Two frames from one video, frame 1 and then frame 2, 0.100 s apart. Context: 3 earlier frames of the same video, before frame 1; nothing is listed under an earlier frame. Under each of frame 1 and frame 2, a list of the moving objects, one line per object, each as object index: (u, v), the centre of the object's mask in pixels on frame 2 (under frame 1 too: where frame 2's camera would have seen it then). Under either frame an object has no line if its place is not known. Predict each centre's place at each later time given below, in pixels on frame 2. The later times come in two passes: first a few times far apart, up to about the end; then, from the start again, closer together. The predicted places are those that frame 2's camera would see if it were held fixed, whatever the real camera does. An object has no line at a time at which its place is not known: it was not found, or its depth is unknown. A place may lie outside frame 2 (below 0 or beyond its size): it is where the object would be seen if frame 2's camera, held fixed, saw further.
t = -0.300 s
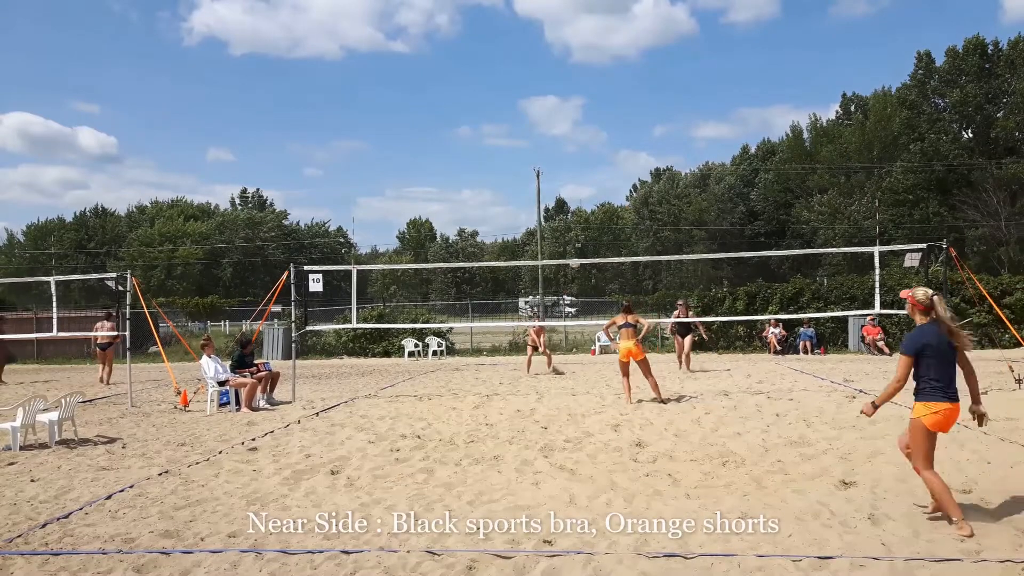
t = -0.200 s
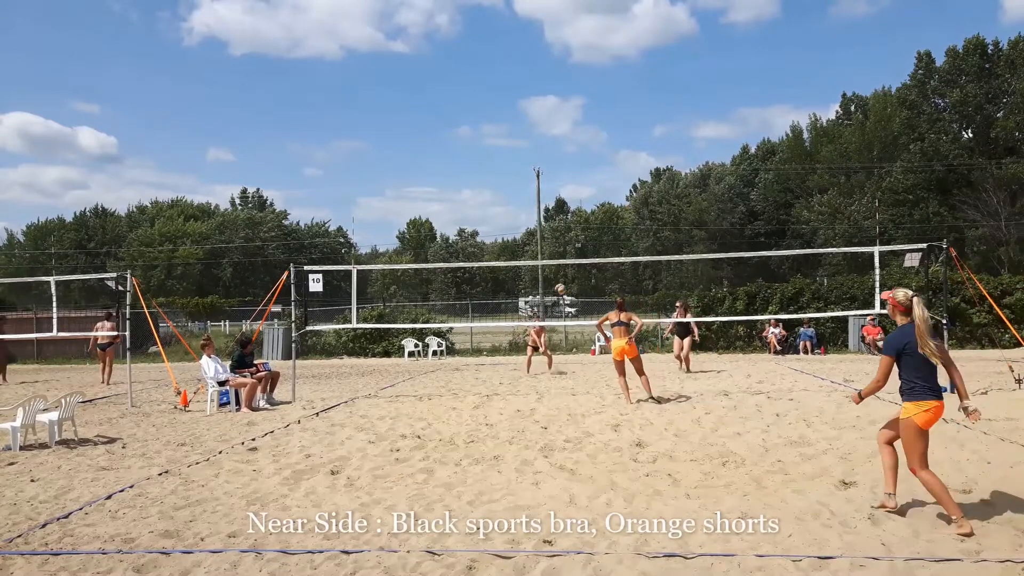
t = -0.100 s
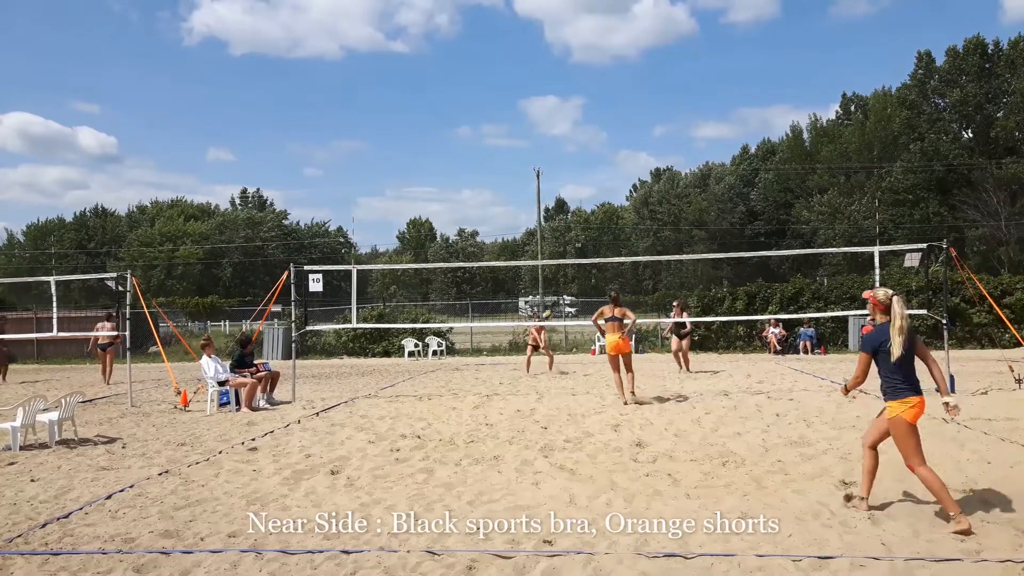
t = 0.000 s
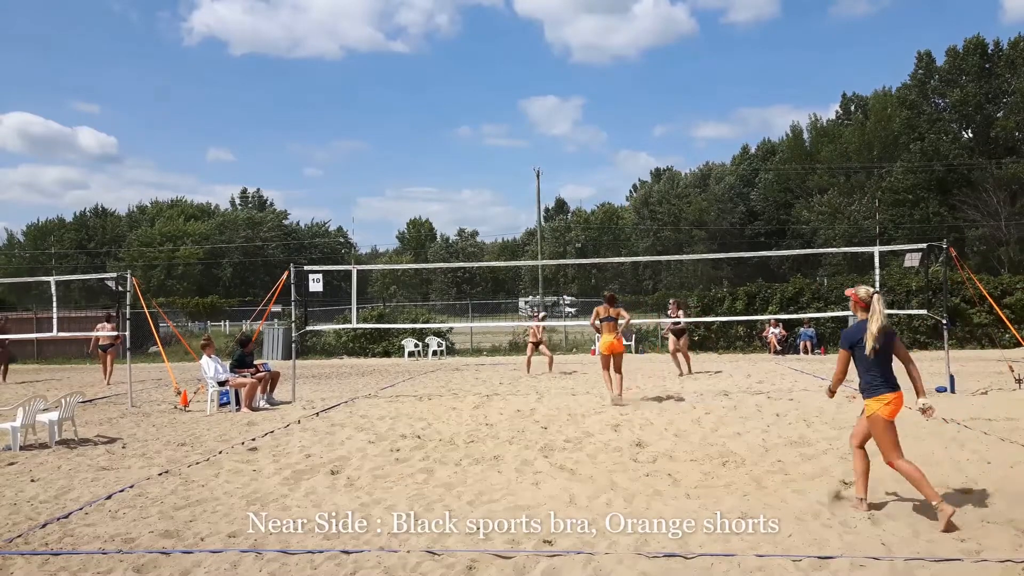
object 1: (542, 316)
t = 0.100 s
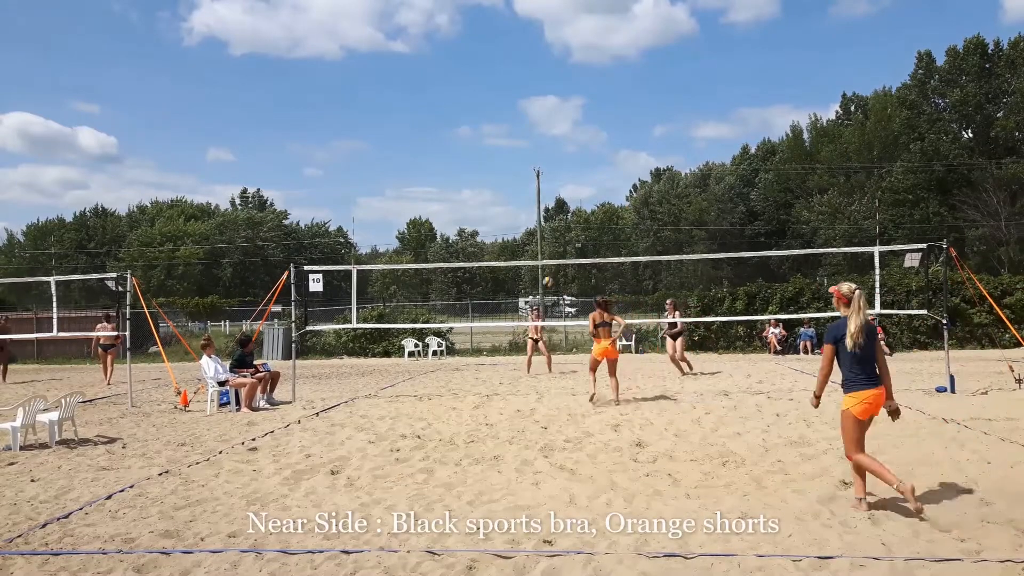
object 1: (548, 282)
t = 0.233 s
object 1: (554, 241)
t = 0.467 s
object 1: (567, 188)
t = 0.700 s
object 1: (581, 159)
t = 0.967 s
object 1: (600, 160)
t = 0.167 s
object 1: (551, 258)
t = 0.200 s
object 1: (552, 251)
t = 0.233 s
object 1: (554, 241)
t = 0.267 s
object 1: (557, 232)
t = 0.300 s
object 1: (558, 224)
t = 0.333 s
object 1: (559, 216)
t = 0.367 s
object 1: (561, 208)
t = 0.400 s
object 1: (563, 201)
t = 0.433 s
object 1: (565, 194)
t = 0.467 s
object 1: (567, 188)
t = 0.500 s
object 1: (569, 183)
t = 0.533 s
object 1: (571, 177)
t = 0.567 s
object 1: (573, 173)
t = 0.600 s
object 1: (575, 169)
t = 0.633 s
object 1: (577, 165)
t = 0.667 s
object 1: (579, 162)
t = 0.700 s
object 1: (581, 159)
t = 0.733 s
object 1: (583, 158)
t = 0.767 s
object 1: (586, 156)
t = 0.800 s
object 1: (588, 156)
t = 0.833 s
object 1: (590, 155)
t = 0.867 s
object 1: (593, 156)
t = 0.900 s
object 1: (595, 157)
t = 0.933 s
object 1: (597, 158)
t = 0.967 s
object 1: (600, 160)
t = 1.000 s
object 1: (602, 162)
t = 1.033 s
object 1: (604, 165)
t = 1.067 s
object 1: (607, 169)
